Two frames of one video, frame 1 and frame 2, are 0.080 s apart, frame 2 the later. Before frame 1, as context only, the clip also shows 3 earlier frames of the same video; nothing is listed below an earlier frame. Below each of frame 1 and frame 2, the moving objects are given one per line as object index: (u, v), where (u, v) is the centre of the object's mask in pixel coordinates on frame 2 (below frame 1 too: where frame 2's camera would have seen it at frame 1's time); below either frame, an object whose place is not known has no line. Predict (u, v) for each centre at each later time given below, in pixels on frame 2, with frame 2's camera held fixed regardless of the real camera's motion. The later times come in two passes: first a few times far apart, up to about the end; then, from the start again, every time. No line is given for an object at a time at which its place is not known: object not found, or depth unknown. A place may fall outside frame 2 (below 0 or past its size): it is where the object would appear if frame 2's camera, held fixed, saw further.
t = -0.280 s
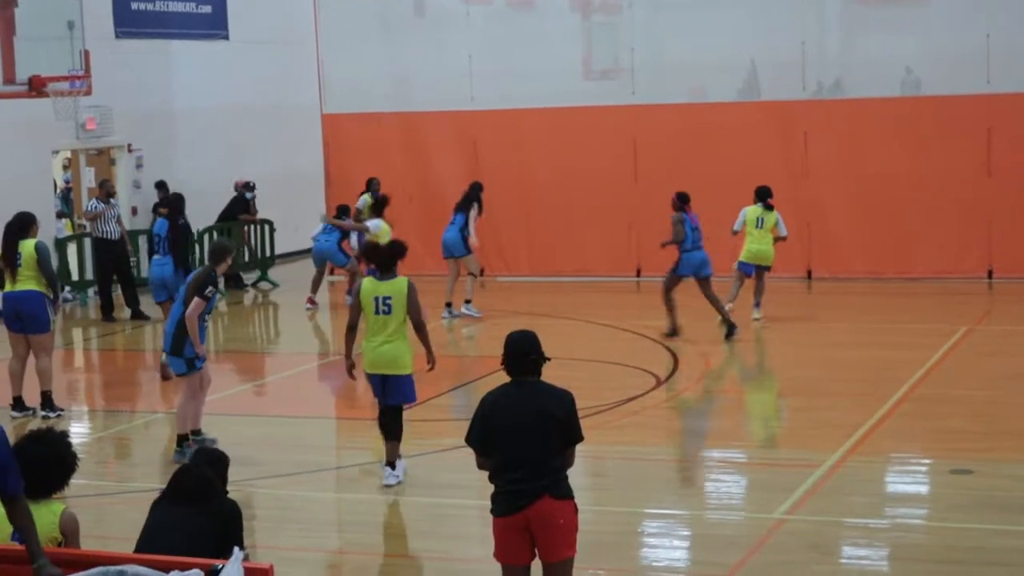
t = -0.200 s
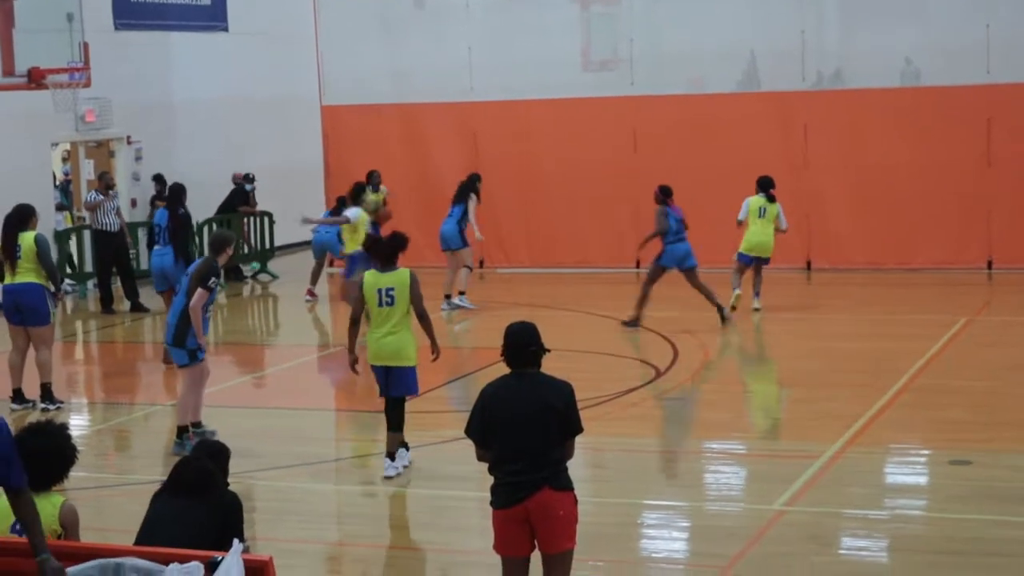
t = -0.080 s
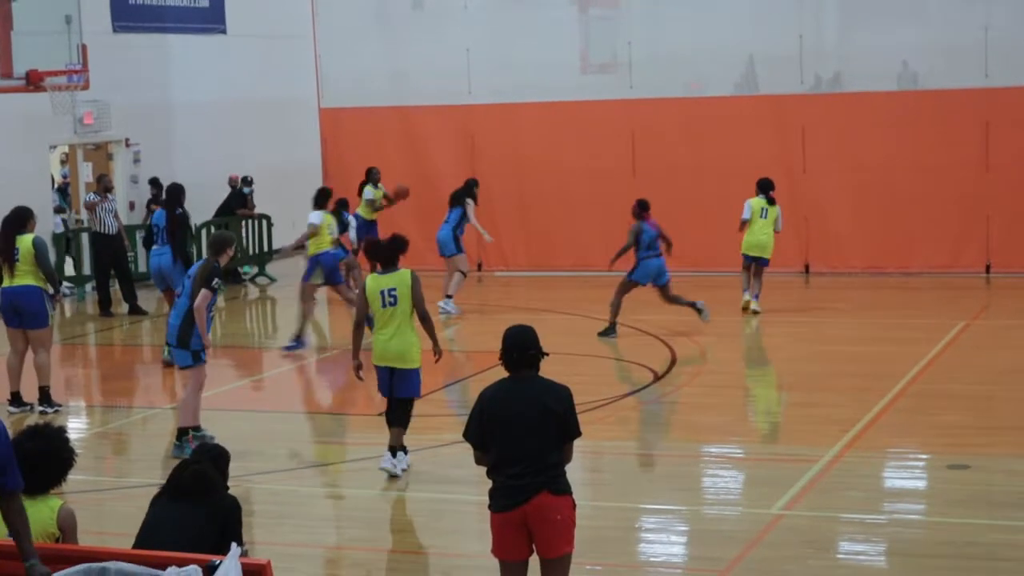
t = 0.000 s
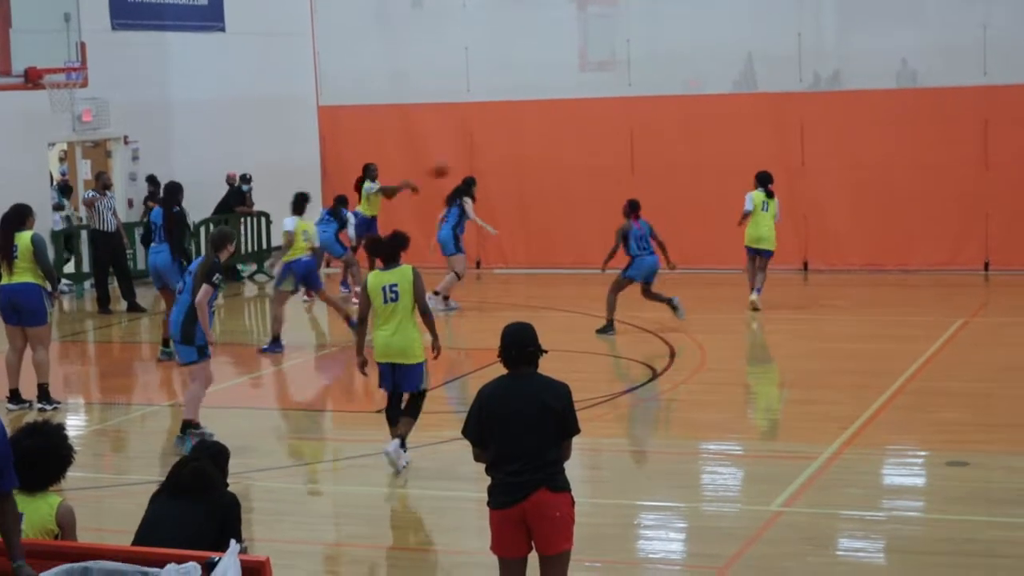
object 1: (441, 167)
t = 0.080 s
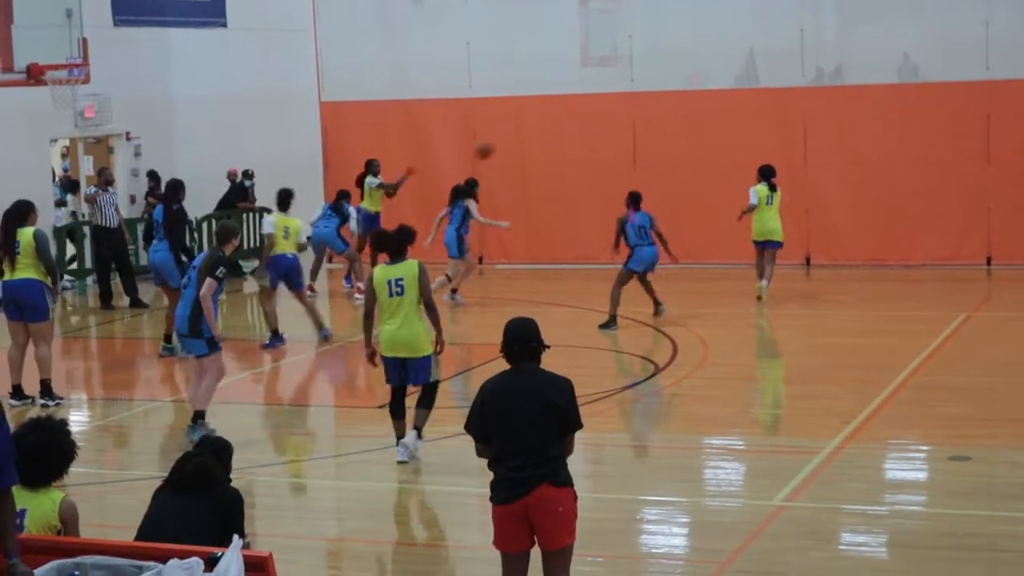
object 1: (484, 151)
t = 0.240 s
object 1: (572, 134)
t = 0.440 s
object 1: (687, 138)
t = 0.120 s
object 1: (505, 145)
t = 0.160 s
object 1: (527, 140)
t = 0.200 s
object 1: (549, 137)
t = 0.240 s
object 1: (572, 134)
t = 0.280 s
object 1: (595, 133)
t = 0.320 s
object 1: (617, 132)
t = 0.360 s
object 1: (640, 132)
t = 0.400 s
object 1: (663, 134)
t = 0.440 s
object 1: (687, 138)
